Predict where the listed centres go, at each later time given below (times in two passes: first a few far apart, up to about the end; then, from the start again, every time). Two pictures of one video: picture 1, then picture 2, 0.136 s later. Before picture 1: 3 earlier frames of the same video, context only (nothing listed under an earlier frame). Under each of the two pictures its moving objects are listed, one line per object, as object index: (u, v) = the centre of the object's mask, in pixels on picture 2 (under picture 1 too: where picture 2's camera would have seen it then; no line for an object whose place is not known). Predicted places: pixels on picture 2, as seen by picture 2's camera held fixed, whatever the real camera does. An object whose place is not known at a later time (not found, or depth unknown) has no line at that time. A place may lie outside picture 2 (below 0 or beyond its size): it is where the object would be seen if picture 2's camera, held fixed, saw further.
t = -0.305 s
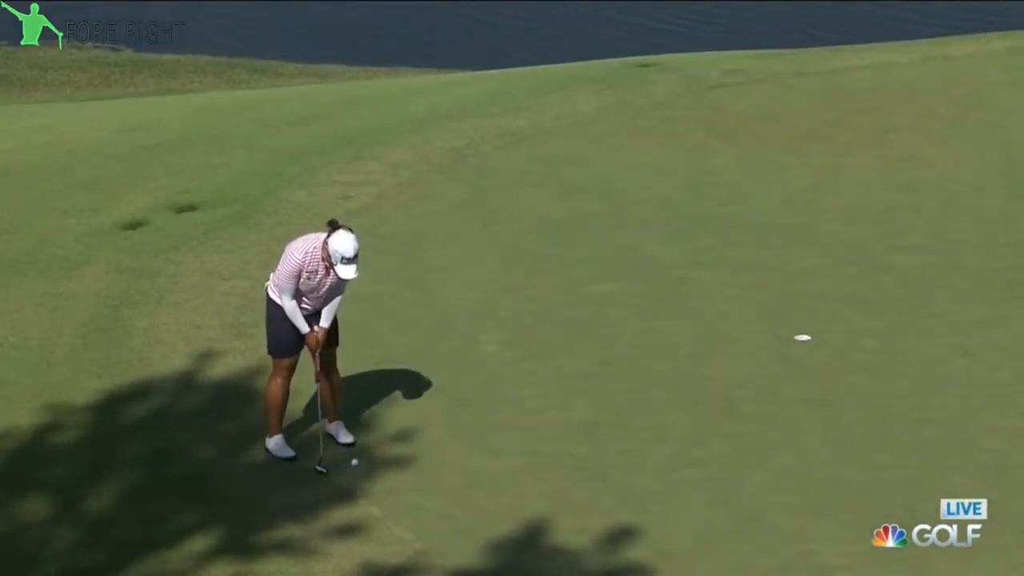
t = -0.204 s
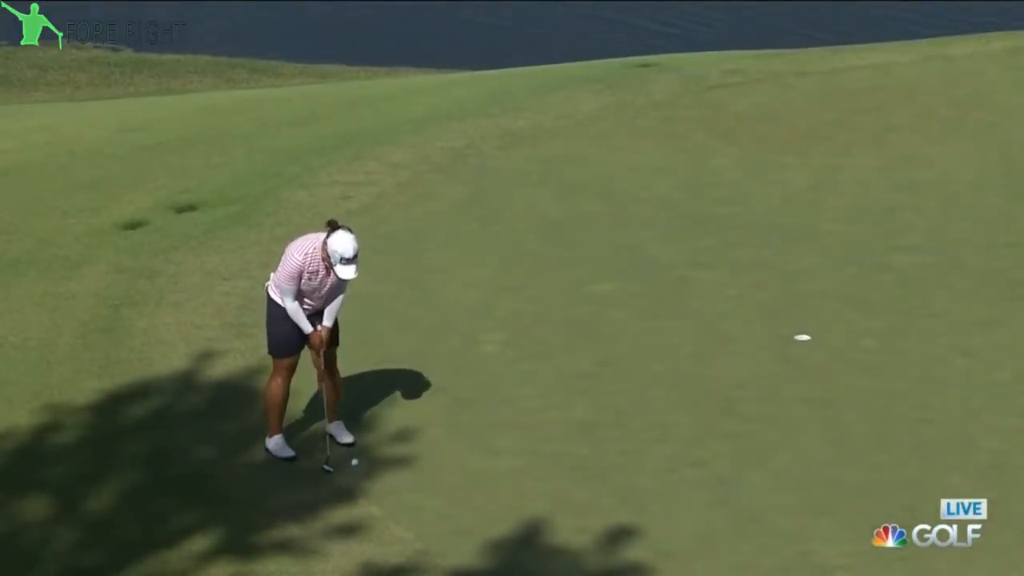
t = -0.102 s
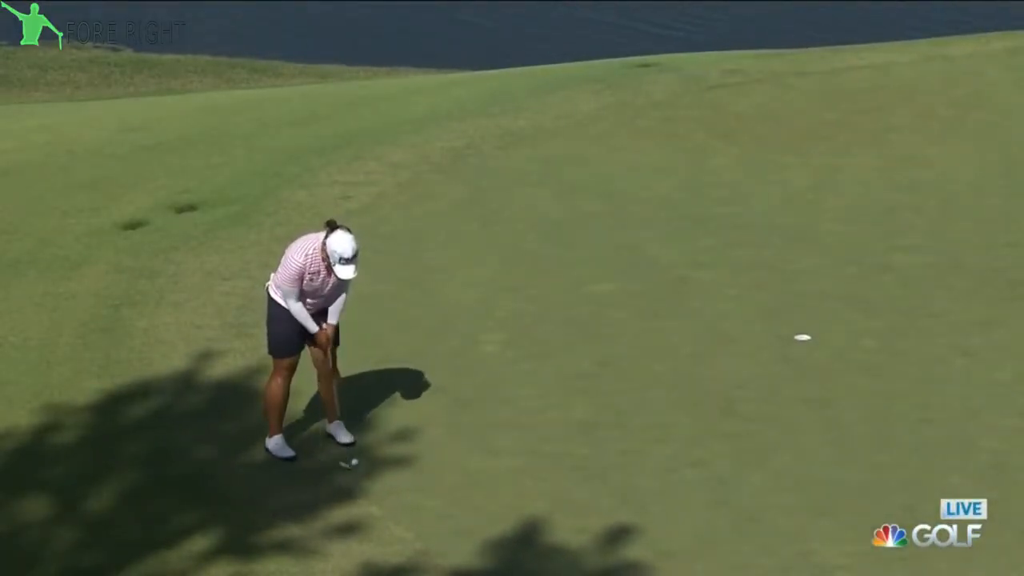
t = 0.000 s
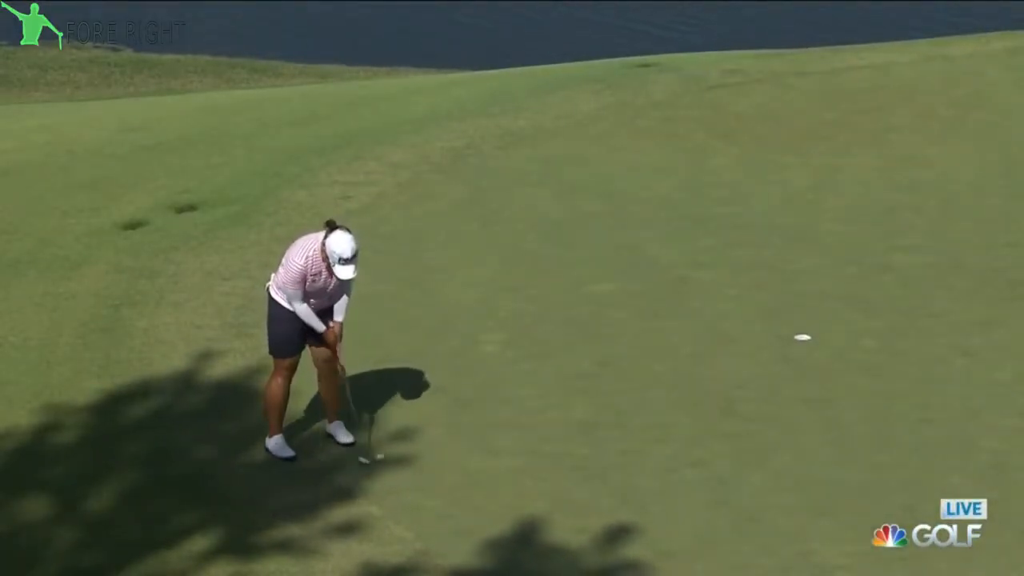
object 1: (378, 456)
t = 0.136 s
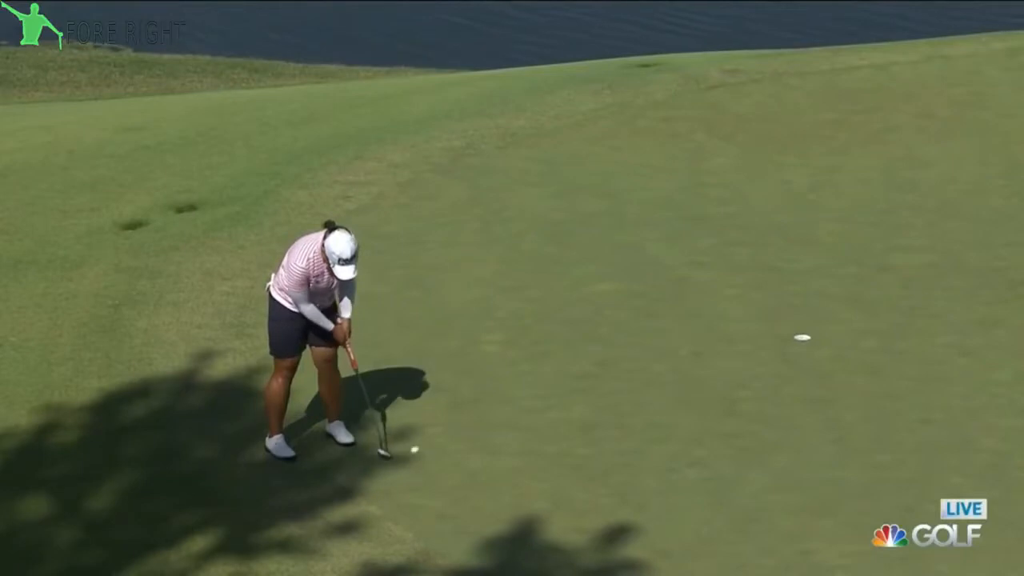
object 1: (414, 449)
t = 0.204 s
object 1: (430, 446)
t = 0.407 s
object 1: (477, 435)
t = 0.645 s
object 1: (526, 421)
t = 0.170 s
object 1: (422, 448)
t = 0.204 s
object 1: (430, 446)
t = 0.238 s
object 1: (439, 444)
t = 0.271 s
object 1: (446, 442)
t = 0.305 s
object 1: (454, 440)
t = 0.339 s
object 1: (462, 439)
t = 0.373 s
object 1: (469, 437)
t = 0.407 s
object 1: (477, 435)
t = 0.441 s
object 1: (484, 433)
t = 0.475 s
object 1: (492, 431)
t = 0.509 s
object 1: (499, 429)
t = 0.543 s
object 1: (506, 427)
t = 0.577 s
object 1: (513, 425)
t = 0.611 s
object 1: (520, 423)
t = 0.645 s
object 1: (526, 421)
